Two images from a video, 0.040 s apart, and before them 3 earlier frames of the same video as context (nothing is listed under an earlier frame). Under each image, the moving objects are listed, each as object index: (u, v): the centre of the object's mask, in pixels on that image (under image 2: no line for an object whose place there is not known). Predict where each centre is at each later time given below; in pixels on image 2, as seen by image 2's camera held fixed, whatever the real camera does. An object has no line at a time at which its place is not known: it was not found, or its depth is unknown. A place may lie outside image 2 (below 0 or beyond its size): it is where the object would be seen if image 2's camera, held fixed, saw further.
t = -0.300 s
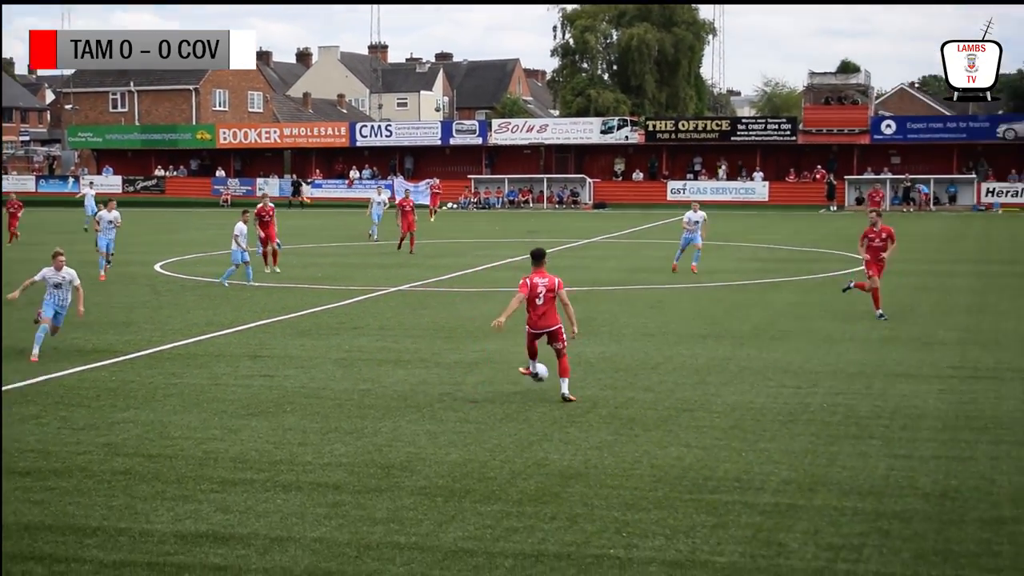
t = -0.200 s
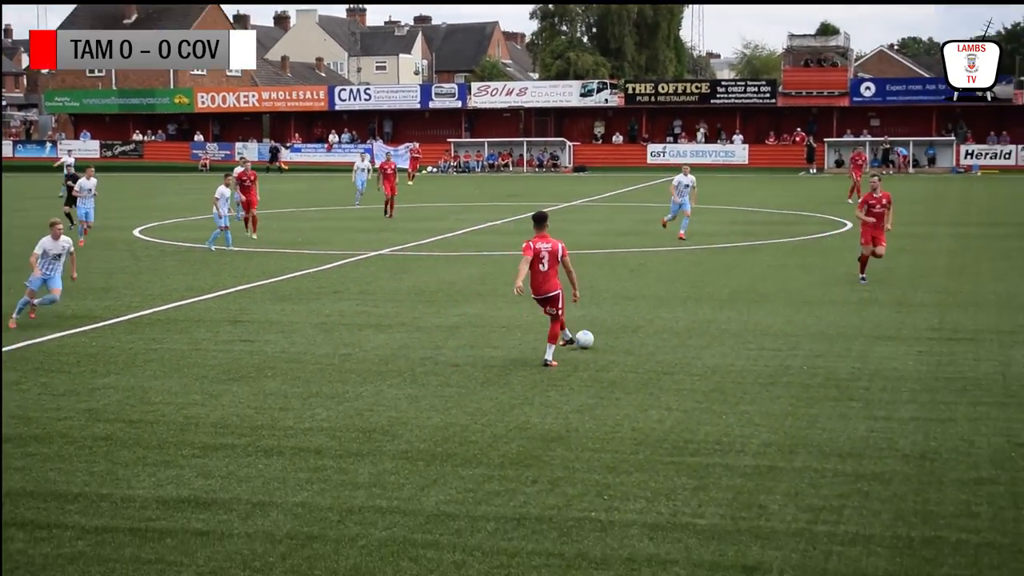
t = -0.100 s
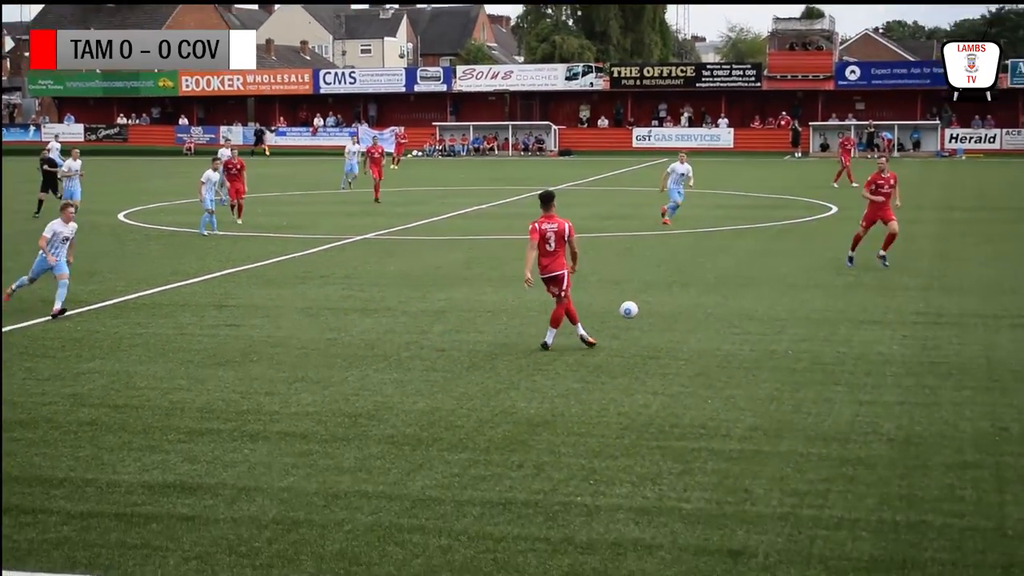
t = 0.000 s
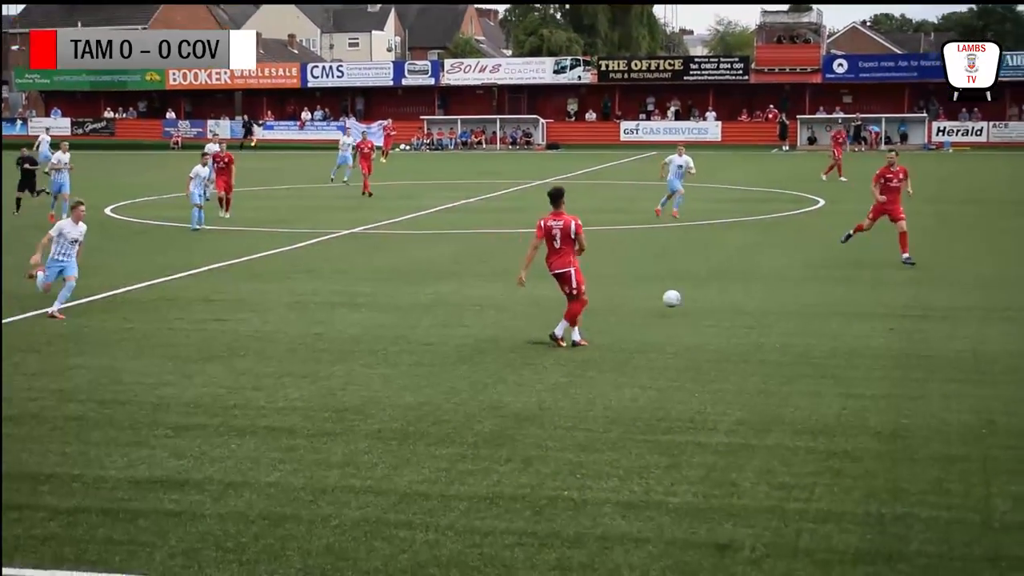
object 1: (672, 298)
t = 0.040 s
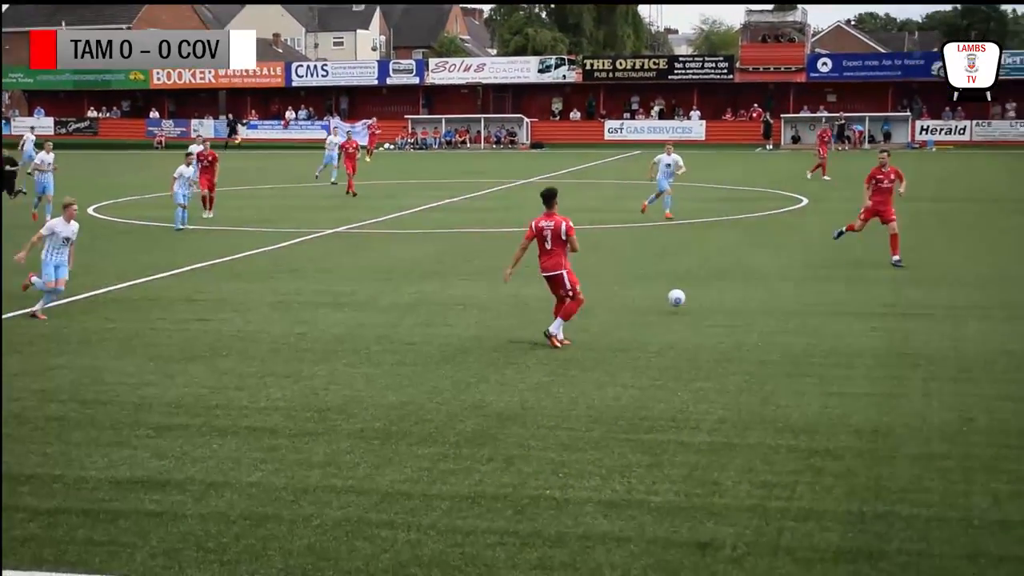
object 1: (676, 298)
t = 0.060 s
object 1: (685, 298)
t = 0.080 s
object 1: (694, 300)
